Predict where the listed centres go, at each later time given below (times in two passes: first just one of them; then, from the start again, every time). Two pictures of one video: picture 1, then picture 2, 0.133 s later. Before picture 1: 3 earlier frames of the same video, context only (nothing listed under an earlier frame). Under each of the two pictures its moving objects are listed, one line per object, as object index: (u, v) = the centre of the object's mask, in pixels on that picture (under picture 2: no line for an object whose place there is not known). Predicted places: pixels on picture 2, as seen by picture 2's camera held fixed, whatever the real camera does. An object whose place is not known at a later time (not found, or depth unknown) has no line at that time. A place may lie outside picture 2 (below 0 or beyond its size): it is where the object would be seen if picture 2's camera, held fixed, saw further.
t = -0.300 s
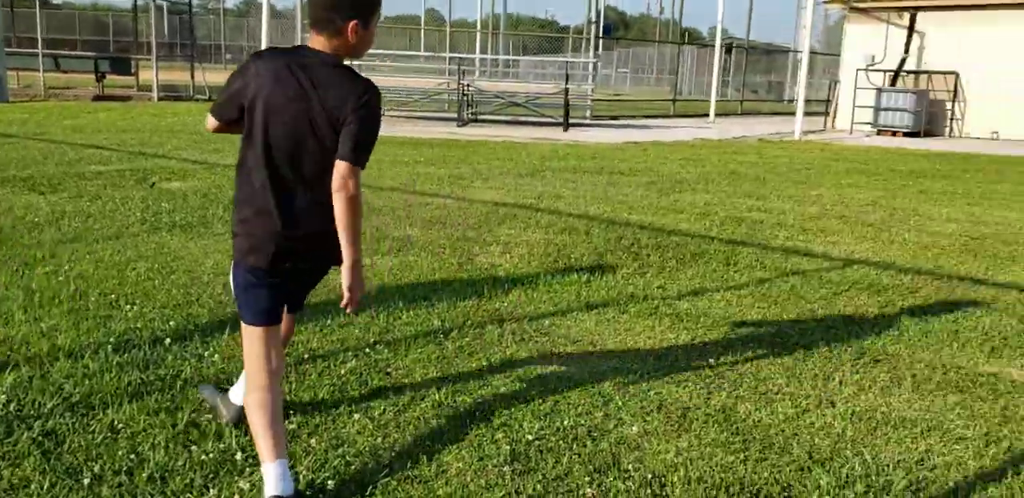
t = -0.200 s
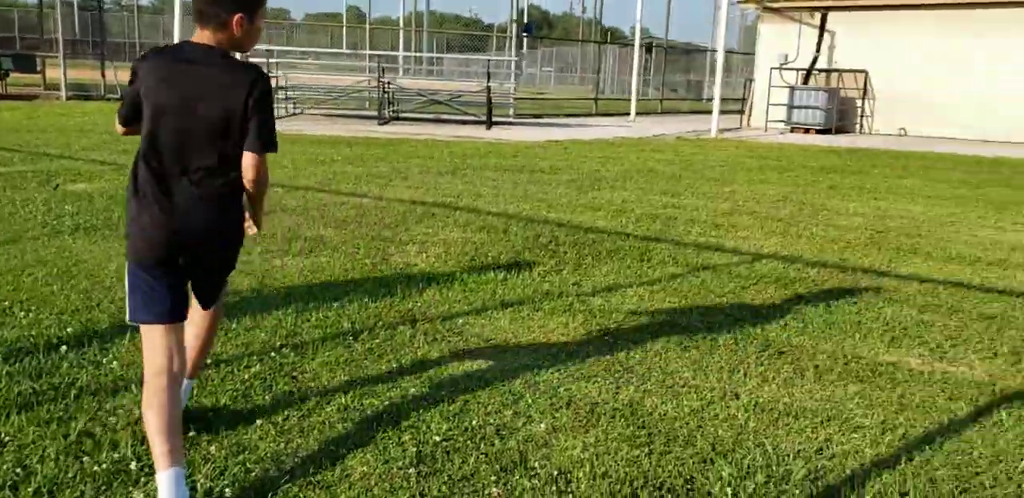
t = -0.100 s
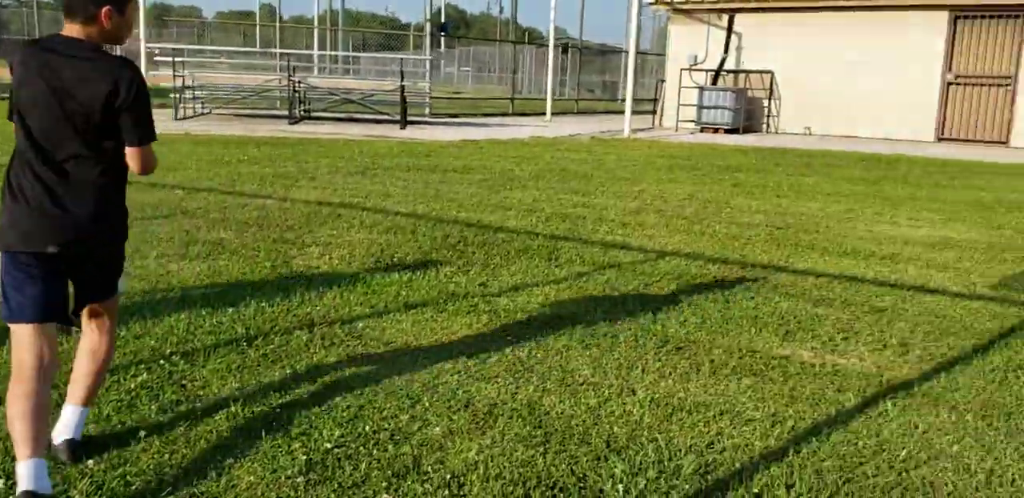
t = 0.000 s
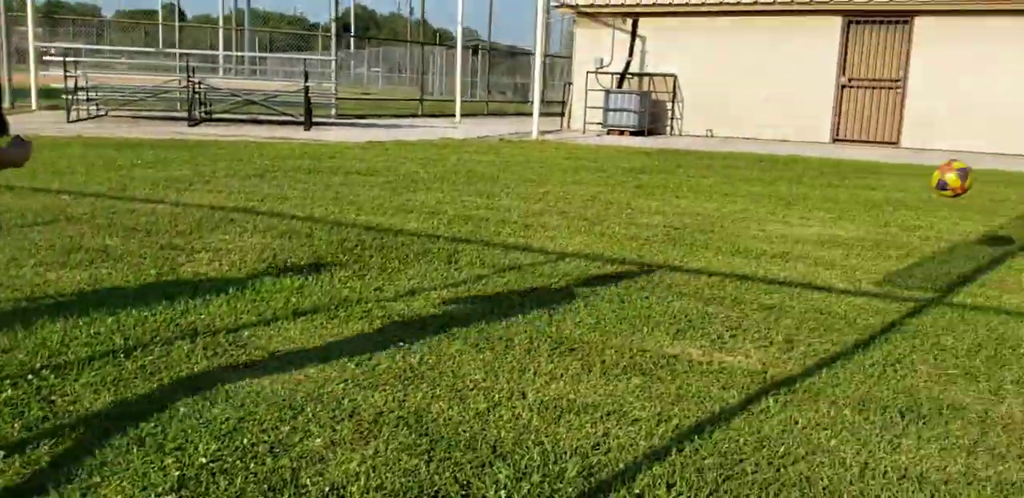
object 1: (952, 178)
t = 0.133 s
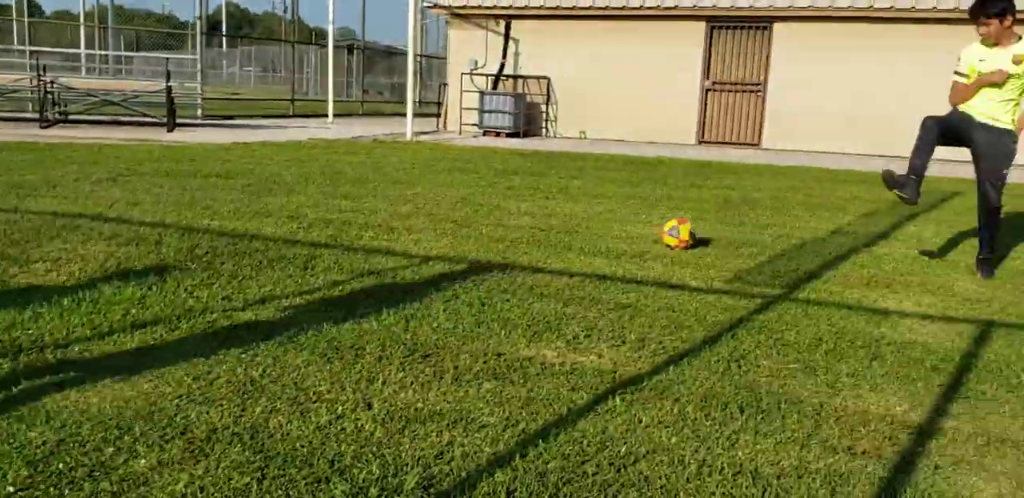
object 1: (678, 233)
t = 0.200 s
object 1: (640, 201)
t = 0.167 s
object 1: (659, 217)
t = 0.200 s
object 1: (640, 201)
